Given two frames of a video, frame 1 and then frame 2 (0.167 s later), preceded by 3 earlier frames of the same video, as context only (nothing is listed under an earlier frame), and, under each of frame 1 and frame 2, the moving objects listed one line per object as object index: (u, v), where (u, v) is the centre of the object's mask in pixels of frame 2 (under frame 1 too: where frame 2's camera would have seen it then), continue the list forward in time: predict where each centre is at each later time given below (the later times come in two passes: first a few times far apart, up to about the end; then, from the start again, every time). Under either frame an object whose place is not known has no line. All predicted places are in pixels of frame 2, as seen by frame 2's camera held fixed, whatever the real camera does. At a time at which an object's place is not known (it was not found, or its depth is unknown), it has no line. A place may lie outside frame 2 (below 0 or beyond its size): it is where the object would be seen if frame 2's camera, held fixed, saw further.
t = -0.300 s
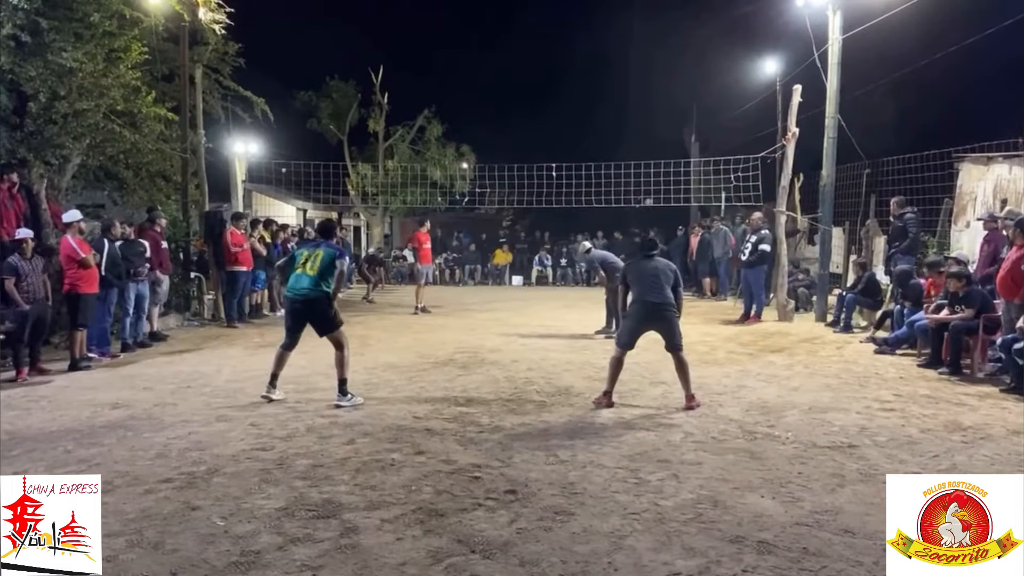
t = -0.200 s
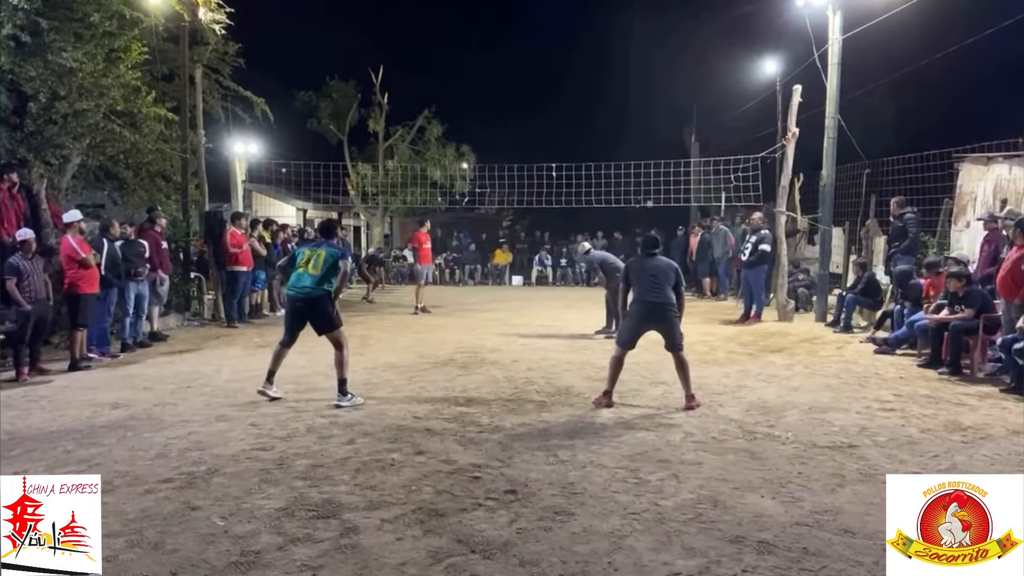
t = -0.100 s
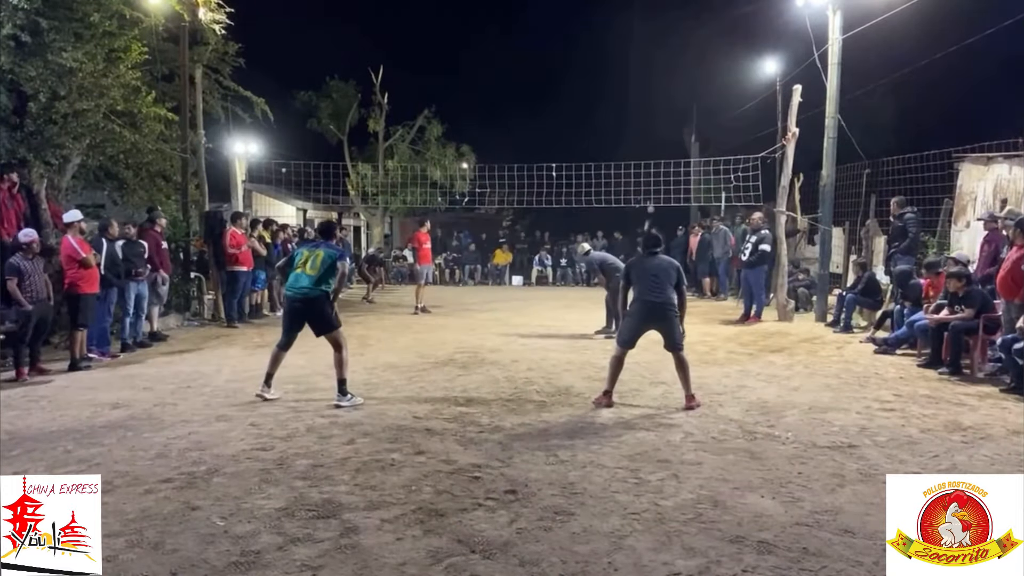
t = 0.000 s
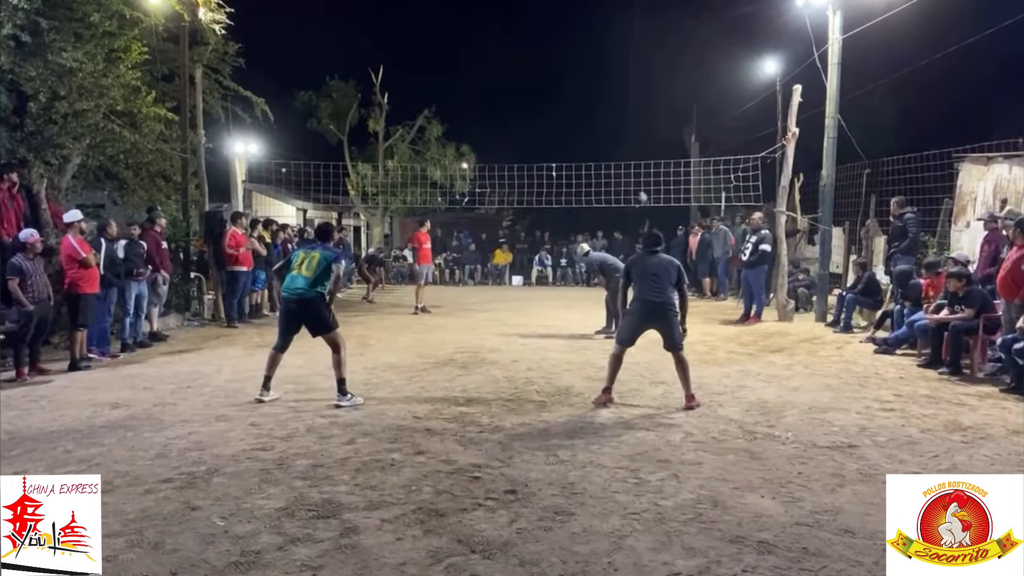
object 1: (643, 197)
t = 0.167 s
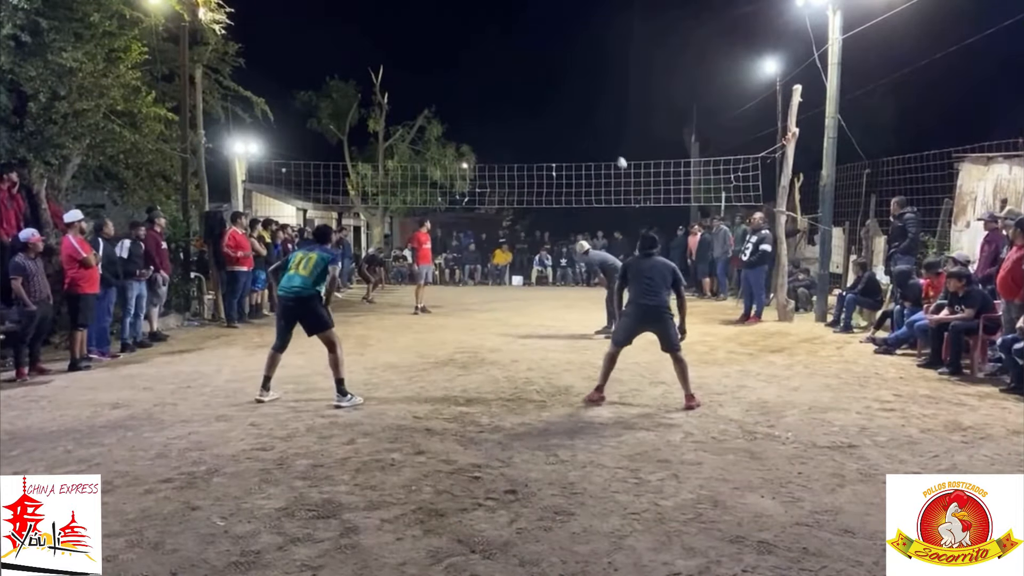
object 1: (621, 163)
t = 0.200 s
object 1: (617, 156)
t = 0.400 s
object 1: (585, 124)
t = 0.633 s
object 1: (532, 99)
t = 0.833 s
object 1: (472, 89)
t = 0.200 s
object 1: (617, 156)
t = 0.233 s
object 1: (612, 151)
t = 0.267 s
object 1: (607, 145)
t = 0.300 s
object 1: (602, 139)
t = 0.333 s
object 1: (597, 135)
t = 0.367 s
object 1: (592, 129)
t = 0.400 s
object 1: (585, 124)
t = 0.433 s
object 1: (579, 120)
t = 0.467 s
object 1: (572, 116)
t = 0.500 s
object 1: (565, 113)
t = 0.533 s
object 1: (558, 109)
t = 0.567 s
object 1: (550, 106)
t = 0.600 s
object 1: (541, 103)
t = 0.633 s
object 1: (532, 99)
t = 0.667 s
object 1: (524, 97)
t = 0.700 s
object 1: (514, 94)
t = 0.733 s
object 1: (504, 92)
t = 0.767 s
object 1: (494, 91)
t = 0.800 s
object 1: (483, 90)
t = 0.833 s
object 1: (472, 89)
